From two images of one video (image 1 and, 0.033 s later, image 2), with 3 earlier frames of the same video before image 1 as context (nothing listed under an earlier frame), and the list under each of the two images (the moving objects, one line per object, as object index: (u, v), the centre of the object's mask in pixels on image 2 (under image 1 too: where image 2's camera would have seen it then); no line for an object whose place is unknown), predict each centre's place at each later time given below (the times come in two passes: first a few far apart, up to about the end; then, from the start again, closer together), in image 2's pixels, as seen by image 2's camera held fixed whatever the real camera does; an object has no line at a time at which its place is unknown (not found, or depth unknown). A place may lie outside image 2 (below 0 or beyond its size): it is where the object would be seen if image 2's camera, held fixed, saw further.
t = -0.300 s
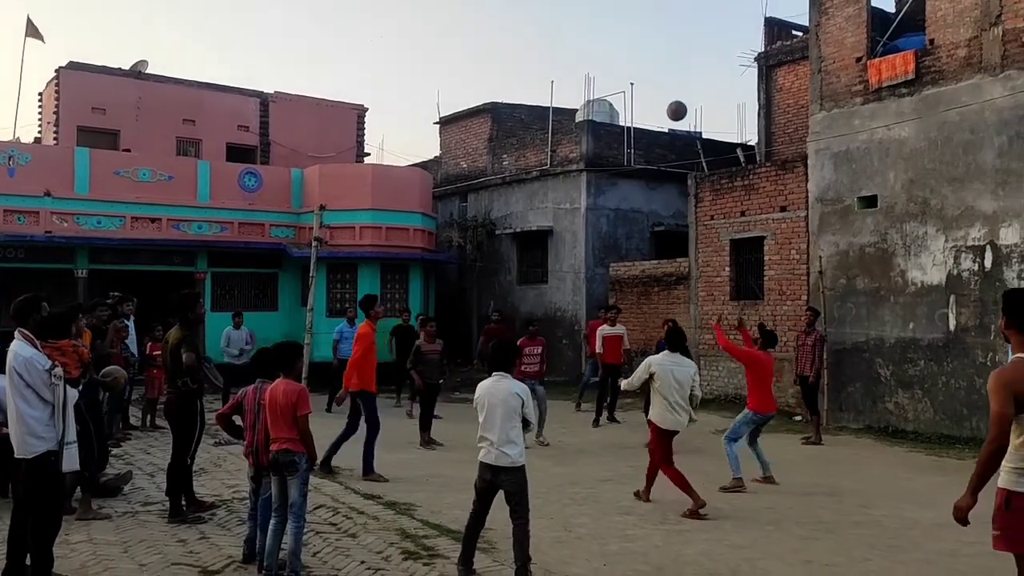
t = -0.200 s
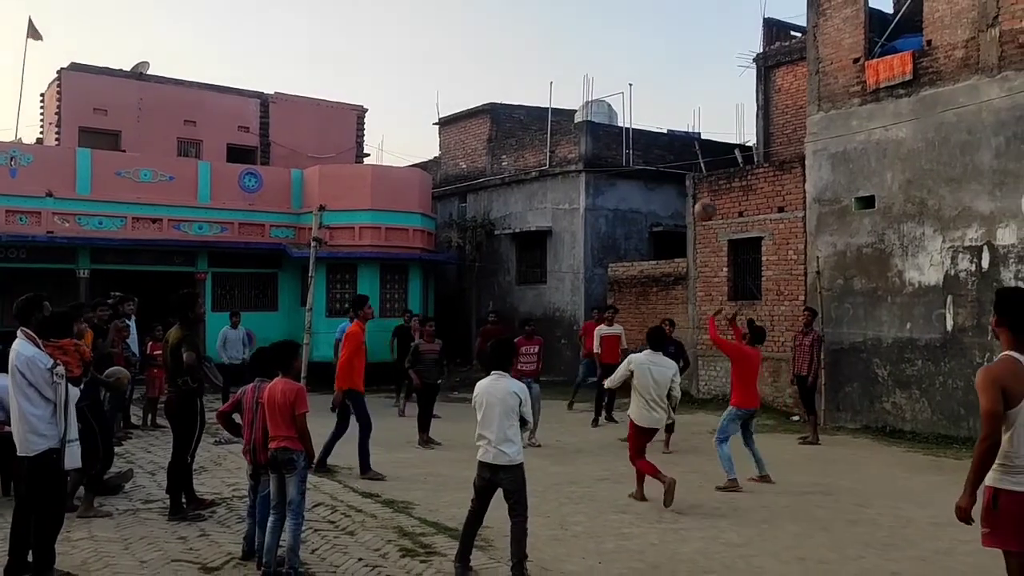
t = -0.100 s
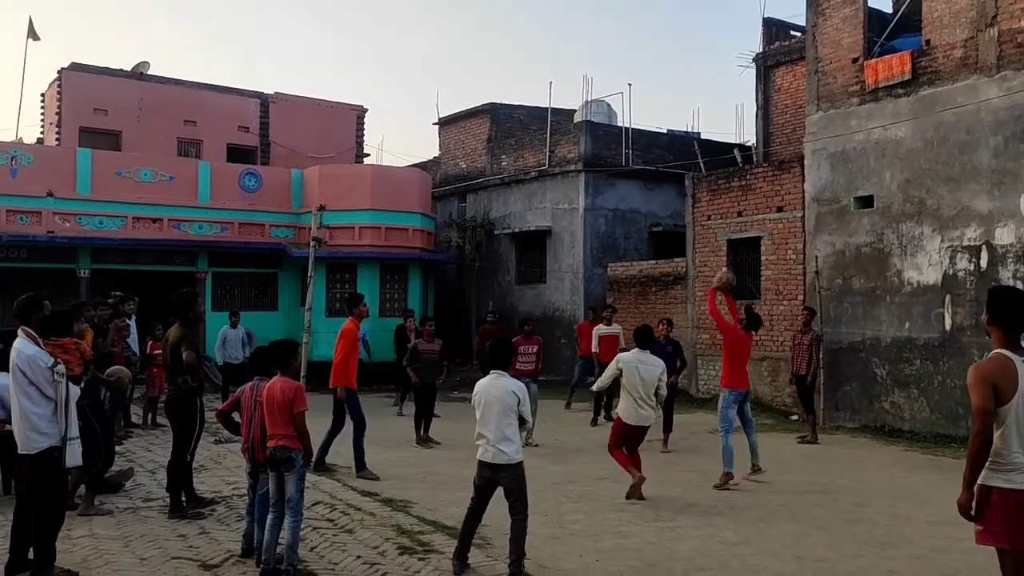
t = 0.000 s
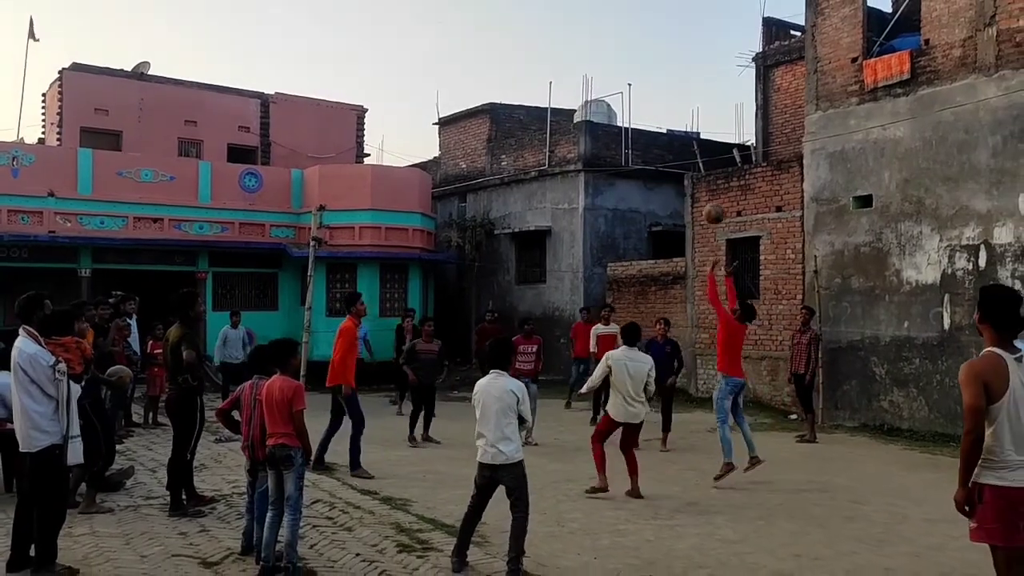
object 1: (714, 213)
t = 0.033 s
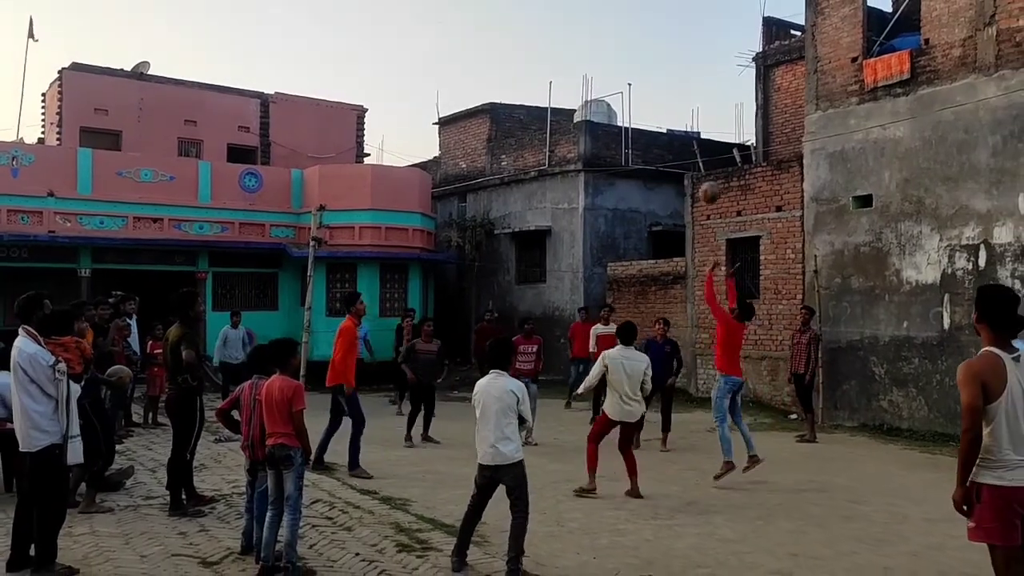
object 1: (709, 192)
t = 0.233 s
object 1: (689, 91)
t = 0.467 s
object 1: (665, 22)
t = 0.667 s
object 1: (645, 7)
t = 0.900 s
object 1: (619, 42)
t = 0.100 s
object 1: (703, 154)
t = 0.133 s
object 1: (699, 137)
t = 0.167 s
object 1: (696, 120)
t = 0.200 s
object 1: (692, 105)
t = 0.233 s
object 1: (689, 91)
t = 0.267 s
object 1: (685, 77)
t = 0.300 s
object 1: (682, 65)
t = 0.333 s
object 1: (679, 54)
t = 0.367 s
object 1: (675, 45)
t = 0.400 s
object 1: (671, 36)
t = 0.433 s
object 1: (668, 28)
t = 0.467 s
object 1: (665, 22)
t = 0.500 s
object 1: (661, 17)
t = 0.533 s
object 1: (658, 12)
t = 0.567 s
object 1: (655, 9)
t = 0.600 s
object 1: (652, 8)
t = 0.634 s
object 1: (649, 7)
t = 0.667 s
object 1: (645, 7)
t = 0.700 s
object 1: (642, 8)
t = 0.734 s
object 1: (636, 11)
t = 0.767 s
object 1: (632, 15)
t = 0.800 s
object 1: (629, 20)
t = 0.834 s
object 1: (625, 26)
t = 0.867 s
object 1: (622, 34)
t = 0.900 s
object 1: (619, 42)
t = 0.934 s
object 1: (615, 51)
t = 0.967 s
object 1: (612, 62)
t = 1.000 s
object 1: (608, 73)
